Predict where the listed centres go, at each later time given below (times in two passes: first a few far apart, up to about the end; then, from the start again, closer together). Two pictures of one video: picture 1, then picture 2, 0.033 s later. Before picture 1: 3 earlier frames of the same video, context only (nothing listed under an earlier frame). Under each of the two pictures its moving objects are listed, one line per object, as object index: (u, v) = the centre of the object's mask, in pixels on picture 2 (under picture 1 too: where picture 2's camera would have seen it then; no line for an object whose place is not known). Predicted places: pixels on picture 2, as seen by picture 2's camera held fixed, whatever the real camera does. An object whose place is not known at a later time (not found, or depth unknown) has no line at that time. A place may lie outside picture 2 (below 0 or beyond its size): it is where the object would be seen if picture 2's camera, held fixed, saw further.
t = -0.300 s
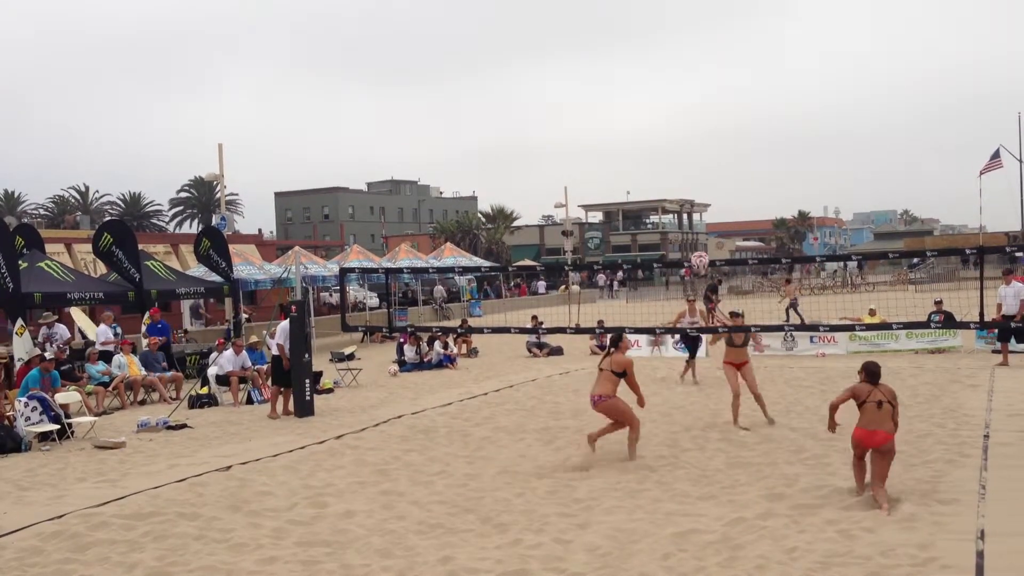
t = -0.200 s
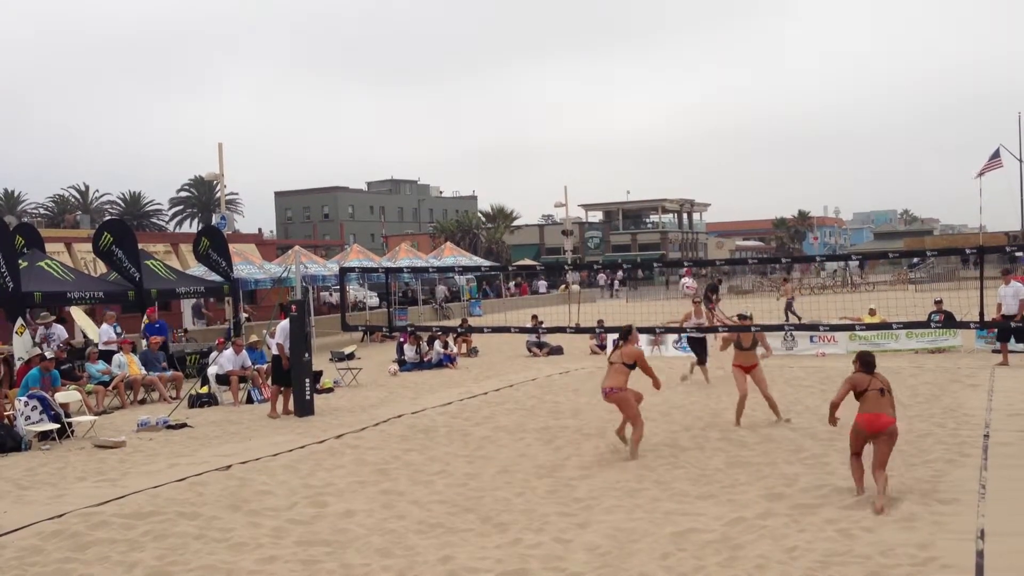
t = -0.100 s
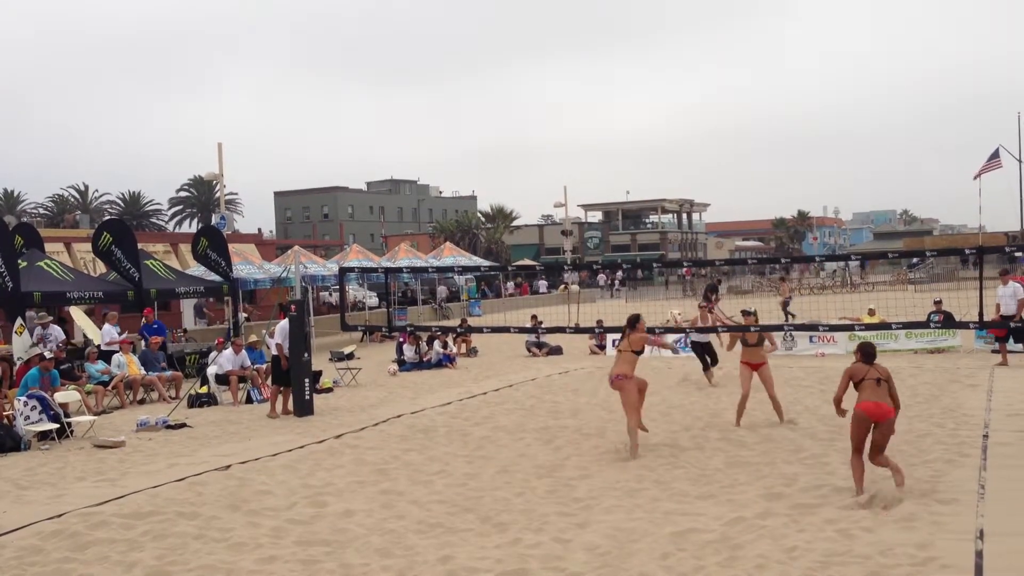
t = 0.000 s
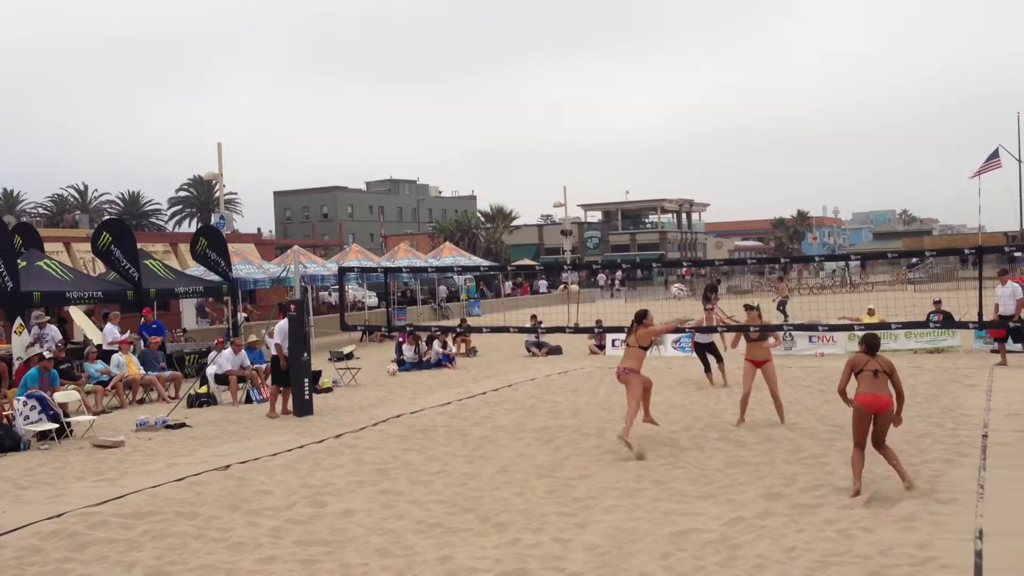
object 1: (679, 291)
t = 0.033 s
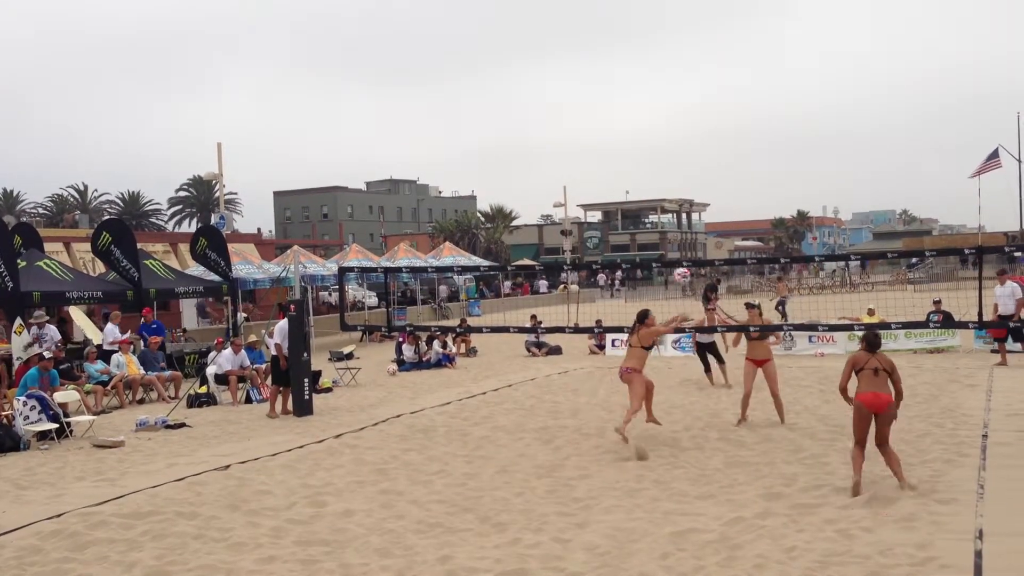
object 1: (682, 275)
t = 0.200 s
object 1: (699, 209)
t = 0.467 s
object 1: (722, 153)
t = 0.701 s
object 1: (743, 149)
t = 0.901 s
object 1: (761, 179)
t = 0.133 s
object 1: (691, 233)
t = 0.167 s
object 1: (694, 221)
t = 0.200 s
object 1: (699, 209)
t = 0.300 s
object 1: (707, 182)
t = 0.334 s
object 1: (710, 175)
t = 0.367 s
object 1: (713, 166)
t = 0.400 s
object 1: (716, 162)
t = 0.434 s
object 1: (719, 157)
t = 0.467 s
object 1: (722, 153)
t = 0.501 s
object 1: (725, 149)
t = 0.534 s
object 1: (728, 147)
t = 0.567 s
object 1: (731, 145)
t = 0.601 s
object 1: (734, 145)
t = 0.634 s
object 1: (737, 145)
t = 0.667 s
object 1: (740, 146)
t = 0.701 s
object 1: (743, 149)
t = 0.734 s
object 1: (747, 151)
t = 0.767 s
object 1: (749, 155)
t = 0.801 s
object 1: (752, 160)
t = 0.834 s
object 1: (755, 166)
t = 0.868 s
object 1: (758, 173)
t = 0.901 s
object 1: (761, 179)
